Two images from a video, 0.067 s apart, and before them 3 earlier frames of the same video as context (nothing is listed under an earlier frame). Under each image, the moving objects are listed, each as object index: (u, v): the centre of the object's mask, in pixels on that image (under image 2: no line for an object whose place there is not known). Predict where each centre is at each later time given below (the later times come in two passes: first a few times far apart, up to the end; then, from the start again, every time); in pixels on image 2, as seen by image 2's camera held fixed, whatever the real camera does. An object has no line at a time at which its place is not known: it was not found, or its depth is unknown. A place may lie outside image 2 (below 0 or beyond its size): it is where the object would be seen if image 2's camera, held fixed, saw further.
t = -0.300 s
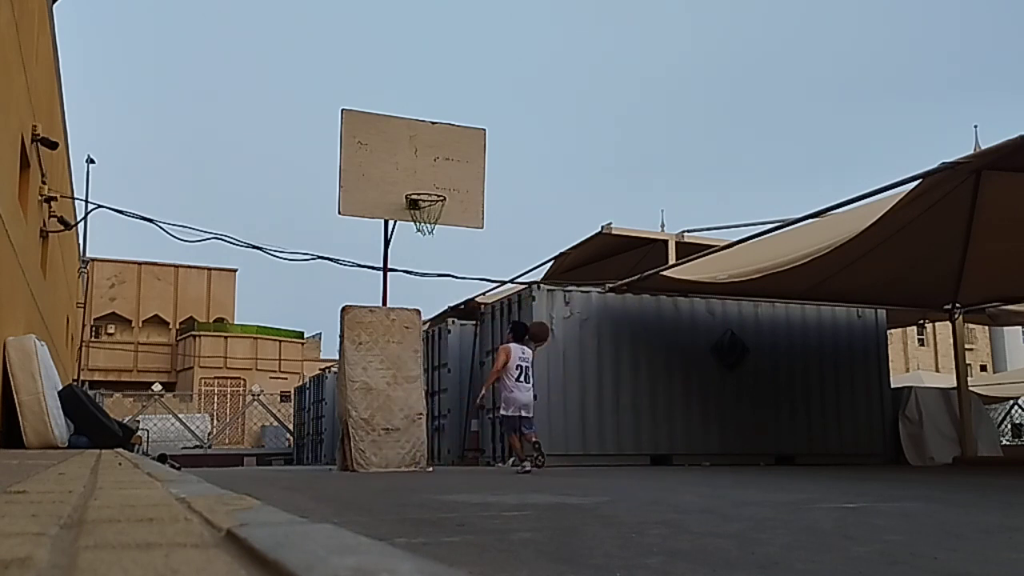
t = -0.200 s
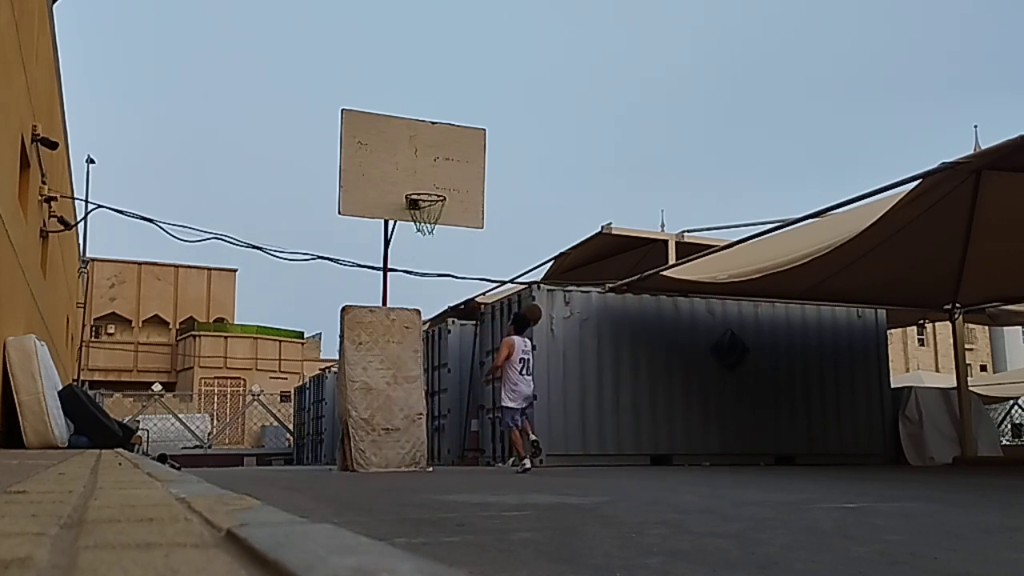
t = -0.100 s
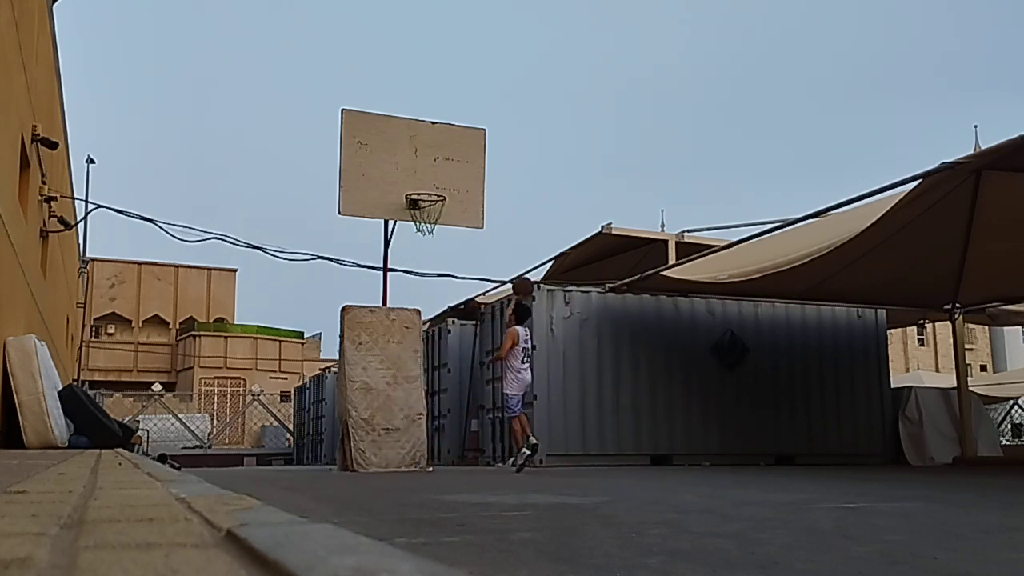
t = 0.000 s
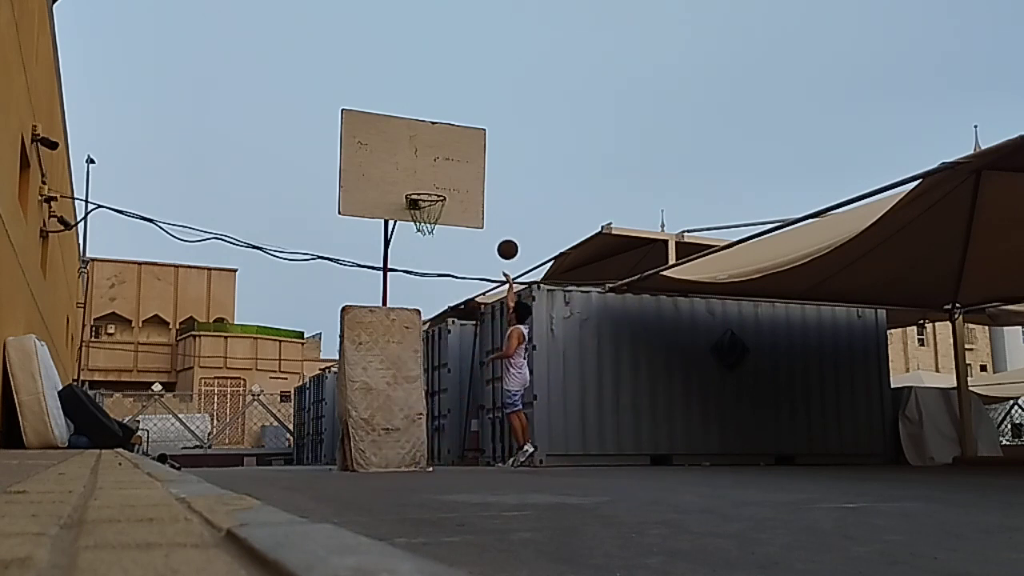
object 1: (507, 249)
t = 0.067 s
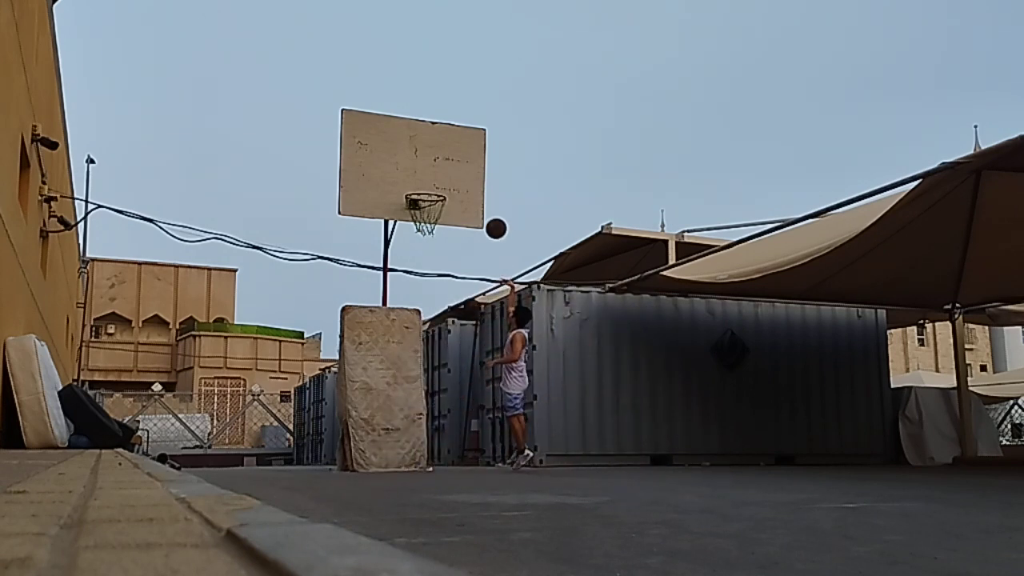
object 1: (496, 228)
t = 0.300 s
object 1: (457, 186)
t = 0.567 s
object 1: (438, 188)
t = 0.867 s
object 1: (416, 198)
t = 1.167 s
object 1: (418, 238)
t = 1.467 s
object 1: (424, 332)
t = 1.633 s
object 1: (426, 419)
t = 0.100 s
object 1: (490, 219)
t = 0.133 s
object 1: (484, 211)
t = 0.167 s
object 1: (479, 204)
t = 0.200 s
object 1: (473, 198)
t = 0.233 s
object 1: (468, 193)
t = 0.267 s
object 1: (463, 189)
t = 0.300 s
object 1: (457, 186)
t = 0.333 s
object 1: (452, 184)
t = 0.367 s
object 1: (447, 182)
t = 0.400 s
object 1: (441, 182)
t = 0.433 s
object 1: (437, 182)
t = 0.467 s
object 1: (437, 182)
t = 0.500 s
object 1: (437, 183)
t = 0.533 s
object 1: (438, 185)
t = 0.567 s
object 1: (438, 188)
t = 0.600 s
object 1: (437, 190)
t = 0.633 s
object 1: (434, 190)
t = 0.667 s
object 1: (431, 190)
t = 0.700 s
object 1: (429, 192)
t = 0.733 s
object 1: (425, 193)
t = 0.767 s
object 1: (423, 193)
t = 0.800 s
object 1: (420, 195)
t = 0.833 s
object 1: (417, 197)
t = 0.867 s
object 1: (416, 198)
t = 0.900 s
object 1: (416, 200)
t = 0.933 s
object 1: (416, 203)
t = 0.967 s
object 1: (416, 208)
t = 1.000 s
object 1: (416, 212)
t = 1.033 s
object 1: (416, 219)
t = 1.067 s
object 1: (416, 223)
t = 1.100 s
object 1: (416, 227)
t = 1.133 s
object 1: (417, 233)
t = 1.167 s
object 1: (418, 238)
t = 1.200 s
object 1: (418, 245)
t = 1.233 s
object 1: (419, 253)
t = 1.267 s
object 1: (420, 261)
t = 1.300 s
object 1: (420, 271)
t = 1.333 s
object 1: (421, 281)
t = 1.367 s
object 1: (422, 293)
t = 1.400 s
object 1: (422, 305)
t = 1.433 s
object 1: (423, 319)
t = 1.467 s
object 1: (424, 332)
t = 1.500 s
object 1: (424, 348)
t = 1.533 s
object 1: (424, 364)
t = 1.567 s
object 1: (426, 382)
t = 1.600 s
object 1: (425, 399)
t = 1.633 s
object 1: (426, 419)
